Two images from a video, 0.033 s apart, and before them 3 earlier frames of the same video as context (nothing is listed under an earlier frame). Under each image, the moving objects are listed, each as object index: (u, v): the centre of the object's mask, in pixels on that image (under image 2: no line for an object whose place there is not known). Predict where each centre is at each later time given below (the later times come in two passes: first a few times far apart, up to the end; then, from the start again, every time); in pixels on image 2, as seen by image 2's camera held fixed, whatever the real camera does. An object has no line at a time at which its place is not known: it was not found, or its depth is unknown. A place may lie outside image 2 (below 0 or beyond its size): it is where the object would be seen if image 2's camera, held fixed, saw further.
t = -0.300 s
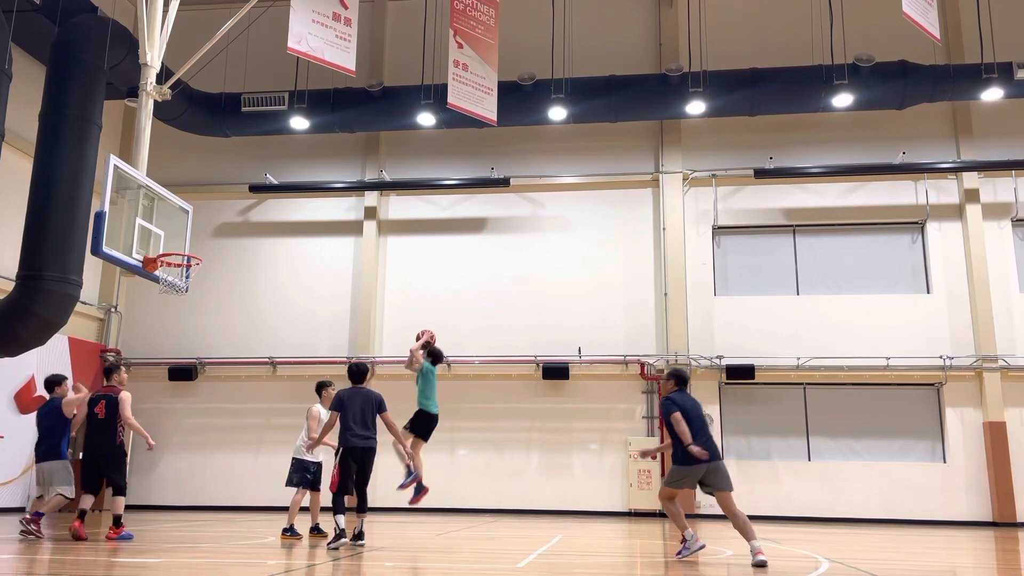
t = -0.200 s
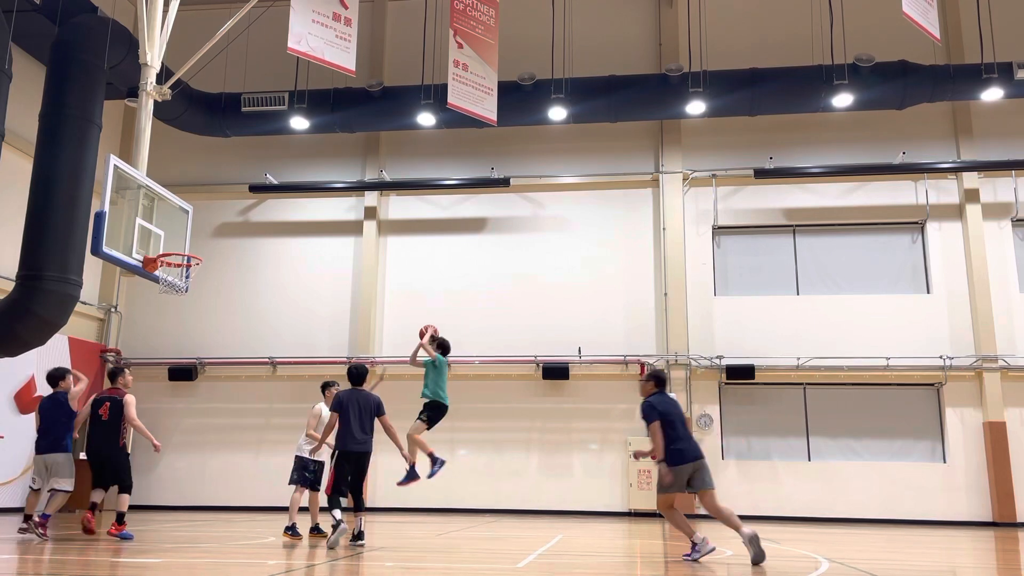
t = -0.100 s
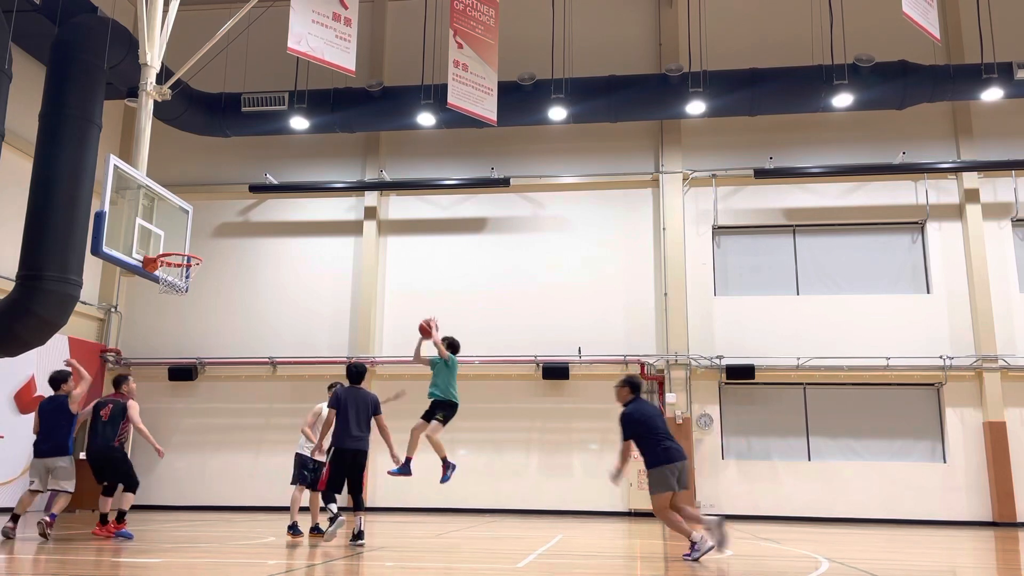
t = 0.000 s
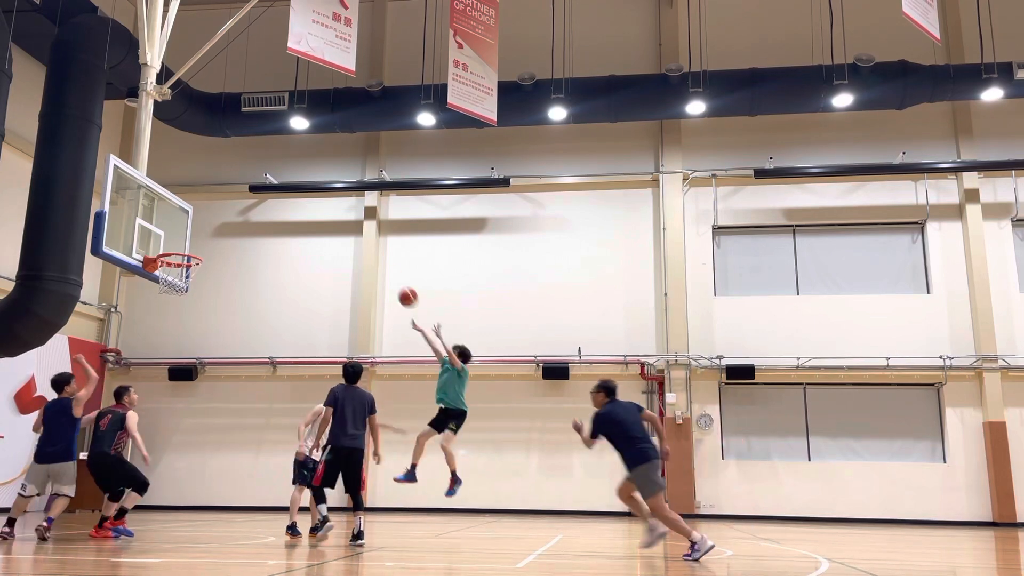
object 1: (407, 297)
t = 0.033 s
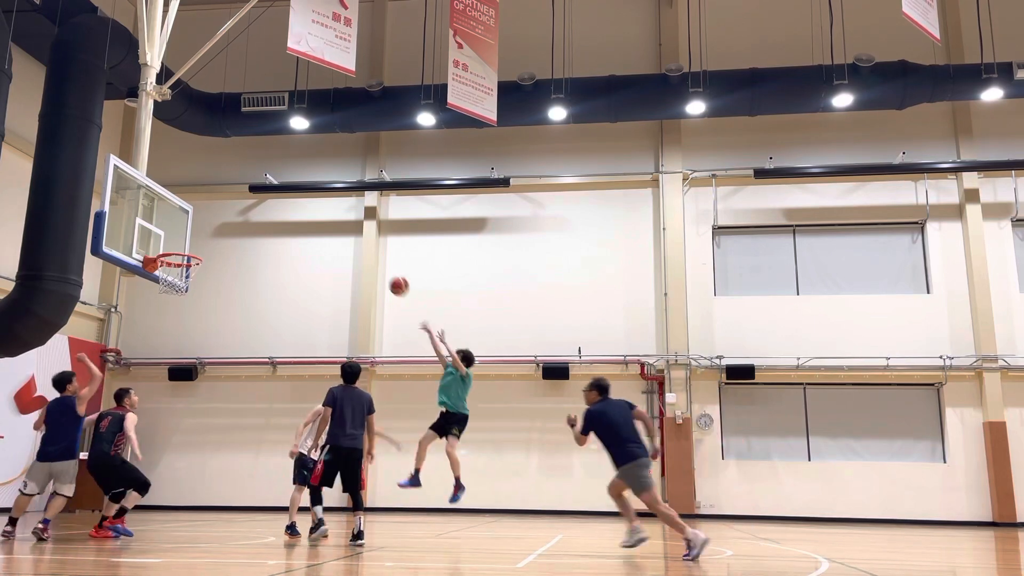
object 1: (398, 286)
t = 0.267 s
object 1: (332, 228)
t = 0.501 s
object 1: (260, 215)
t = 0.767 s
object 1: (181, 239)
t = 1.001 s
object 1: (151, 222)
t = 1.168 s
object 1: (130, 234)
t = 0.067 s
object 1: (389, 275)
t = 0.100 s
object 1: (380, 266)
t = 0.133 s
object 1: (371, 257)
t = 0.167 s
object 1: (361, 246)
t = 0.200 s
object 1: (352, 239)
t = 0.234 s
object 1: (342, 232)
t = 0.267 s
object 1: (332, 228)
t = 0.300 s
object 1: (320, 224)
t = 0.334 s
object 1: (310, 219)
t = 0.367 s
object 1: (302, 216)
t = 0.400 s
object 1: (293, 213)
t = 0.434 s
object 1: (281, 211)
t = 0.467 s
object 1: (271, 214)
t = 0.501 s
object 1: (260, 215)
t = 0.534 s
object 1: (249, 216)
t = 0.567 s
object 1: (240, 218)
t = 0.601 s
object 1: (227, 220)
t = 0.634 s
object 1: (217, 223)
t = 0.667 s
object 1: (206, 230)
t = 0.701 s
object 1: (195, 238)
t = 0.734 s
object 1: (186, 244)
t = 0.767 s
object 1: (181, 239)
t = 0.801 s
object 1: (177, 234)
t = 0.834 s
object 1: (169, 227)
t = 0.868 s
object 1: (169, 226)
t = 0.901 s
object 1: (165, 224)
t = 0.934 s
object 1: (160, 222)
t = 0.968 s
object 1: (156, 222)
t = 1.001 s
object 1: (151, 222)
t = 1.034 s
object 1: (146, 223)
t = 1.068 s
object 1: (141, 225)
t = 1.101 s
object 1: (136, 229)
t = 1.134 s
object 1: (130, 233)
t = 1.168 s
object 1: (130, 234)
